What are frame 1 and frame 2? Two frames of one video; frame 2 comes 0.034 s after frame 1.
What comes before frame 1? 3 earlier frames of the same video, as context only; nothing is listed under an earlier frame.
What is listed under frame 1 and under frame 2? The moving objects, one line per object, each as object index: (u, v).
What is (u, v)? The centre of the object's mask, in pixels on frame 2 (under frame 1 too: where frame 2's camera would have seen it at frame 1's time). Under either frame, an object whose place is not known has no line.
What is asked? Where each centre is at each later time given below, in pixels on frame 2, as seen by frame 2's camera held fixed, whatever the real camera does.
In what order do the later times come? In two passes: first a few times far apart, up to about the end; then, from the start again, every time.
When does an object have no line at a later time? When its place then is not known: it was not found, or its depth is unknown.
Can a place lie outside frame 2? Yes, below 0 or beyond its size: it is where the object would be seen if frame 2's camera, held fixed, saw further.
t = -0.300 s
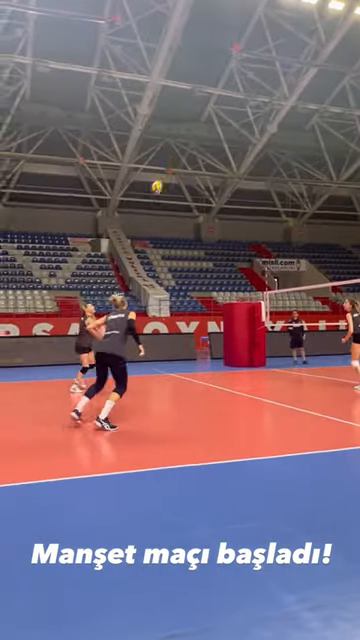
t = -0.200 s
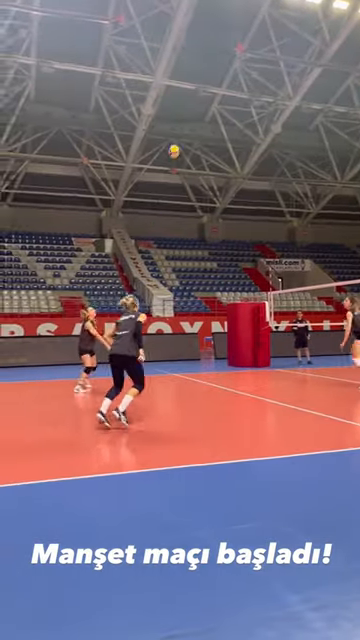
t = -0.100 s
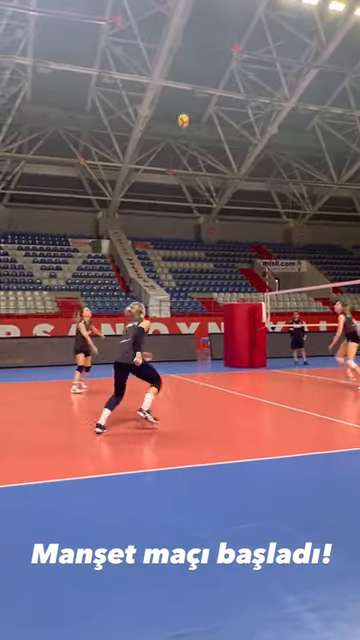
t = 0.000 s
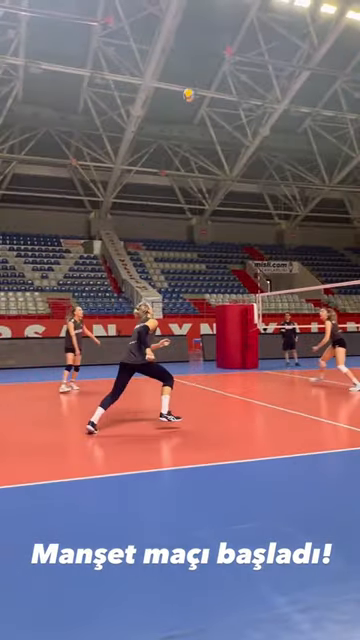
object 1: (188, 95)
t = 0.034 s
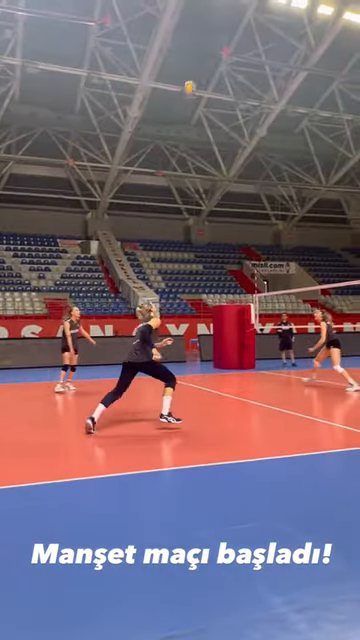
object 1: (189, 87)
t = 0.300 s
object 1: (225, 40)
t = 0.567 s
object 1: (260, 31)
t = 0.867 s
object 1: (301, 64)
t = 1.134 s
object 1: (343, 139)
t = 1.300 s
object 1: (370, 209)
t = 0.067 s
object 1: (194, 79)
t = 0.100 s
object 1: (198, 72)
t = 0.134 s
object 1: (202, 65)
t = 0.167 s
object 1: (207, 58)
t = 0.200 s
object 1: (211, 54)
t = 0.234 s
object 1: (216, 49)
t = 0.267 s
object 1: (220, 45)
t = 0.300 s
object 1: (225, 40)
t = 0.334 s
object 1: (229, 38)
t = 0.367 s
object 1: (233, 36)
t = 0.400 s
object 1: (237, 34)
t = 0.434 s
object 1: (242, 32)
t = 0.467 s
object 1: (246, 31)
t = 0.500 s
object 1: (250, 30)
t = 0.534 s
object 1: (255, 30)
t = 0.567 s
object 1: (260, 31)
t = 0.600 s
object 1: (264, 32)
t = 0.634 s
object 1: (269, 35)
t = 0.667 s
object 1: (273, 37)
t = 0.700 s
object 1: (278, 40)
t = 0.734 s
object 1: (283, 45)
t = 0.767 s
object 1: (287, 47)
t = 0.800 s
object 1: (292, 53)
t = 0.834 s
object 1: (296, 59)
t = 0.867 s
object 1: (301, 64)
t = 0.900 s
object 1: (307, 72)
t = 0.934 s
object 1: (312, 80)
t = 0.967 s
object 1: (317, 88)
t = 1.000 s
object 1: (322, 98)
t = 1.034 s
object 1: (327, 107)
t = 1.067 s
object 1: (332, 116)
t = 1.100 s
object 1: (338, 128)
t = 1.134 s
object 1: (343, 139)
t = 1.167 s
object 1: (348, 152)
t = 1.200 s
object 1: (354, 165)
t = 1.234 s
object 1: (359, 179)
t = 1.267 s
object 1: (364, 194)
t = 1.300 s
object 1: (370, 209)
